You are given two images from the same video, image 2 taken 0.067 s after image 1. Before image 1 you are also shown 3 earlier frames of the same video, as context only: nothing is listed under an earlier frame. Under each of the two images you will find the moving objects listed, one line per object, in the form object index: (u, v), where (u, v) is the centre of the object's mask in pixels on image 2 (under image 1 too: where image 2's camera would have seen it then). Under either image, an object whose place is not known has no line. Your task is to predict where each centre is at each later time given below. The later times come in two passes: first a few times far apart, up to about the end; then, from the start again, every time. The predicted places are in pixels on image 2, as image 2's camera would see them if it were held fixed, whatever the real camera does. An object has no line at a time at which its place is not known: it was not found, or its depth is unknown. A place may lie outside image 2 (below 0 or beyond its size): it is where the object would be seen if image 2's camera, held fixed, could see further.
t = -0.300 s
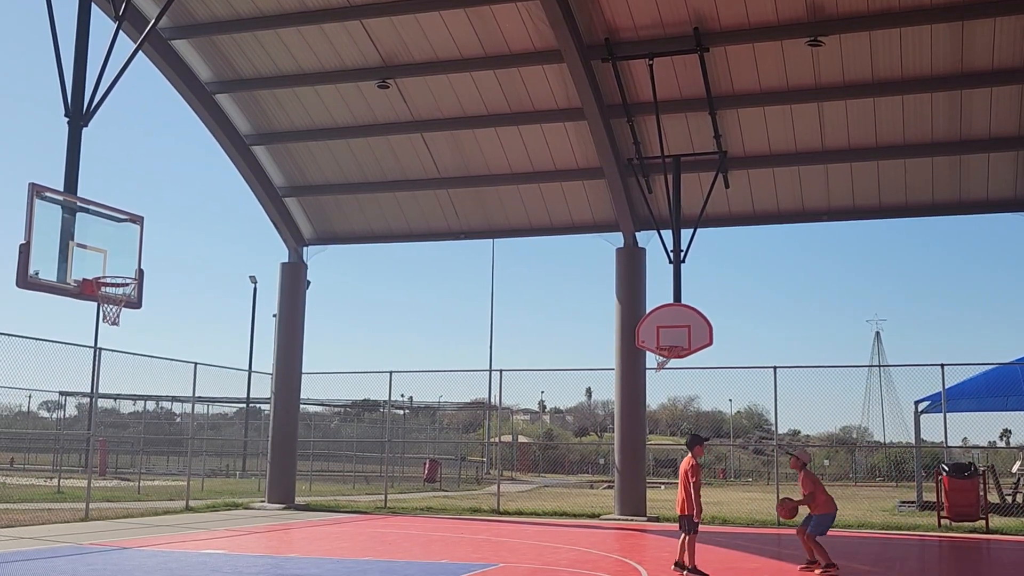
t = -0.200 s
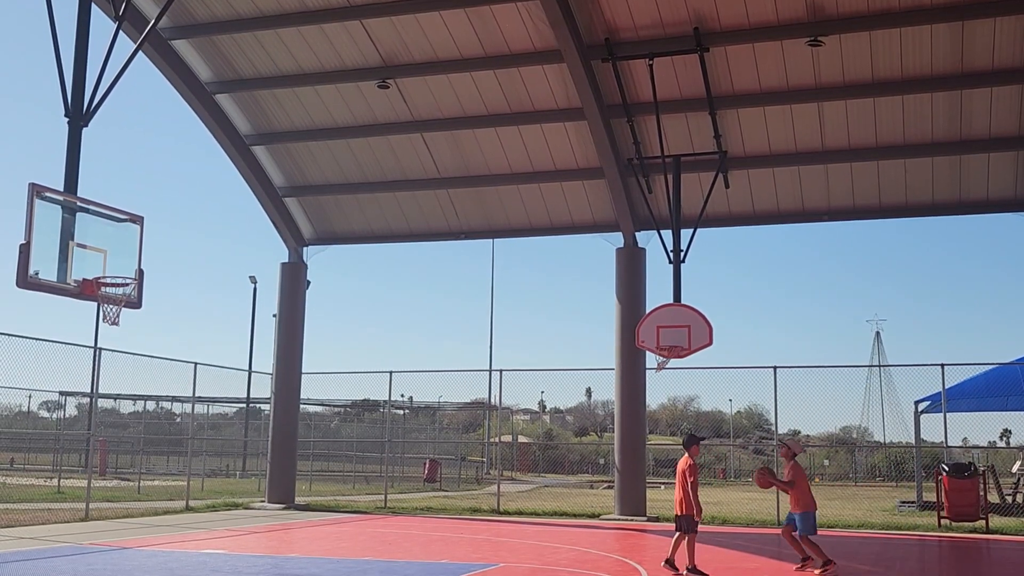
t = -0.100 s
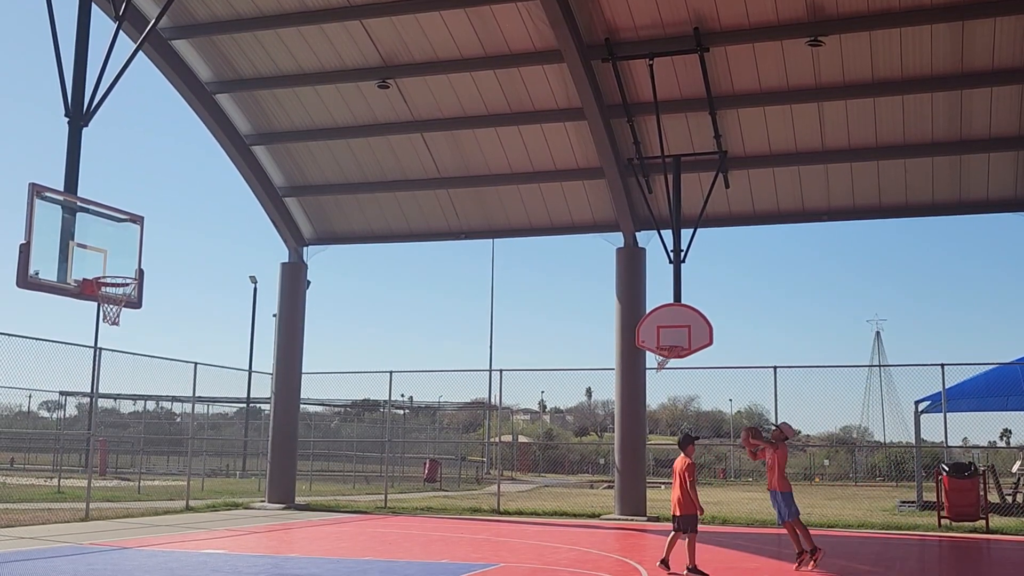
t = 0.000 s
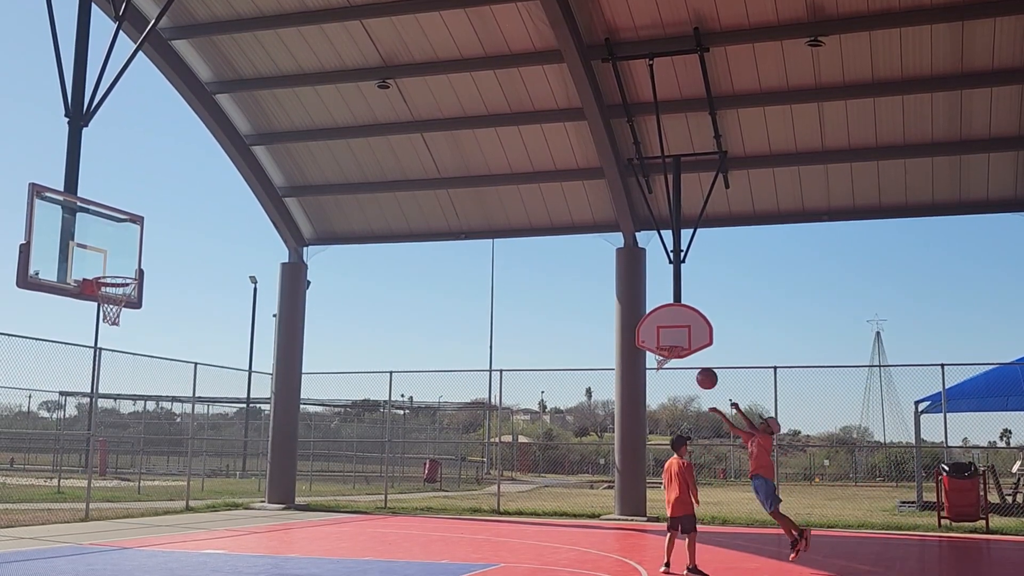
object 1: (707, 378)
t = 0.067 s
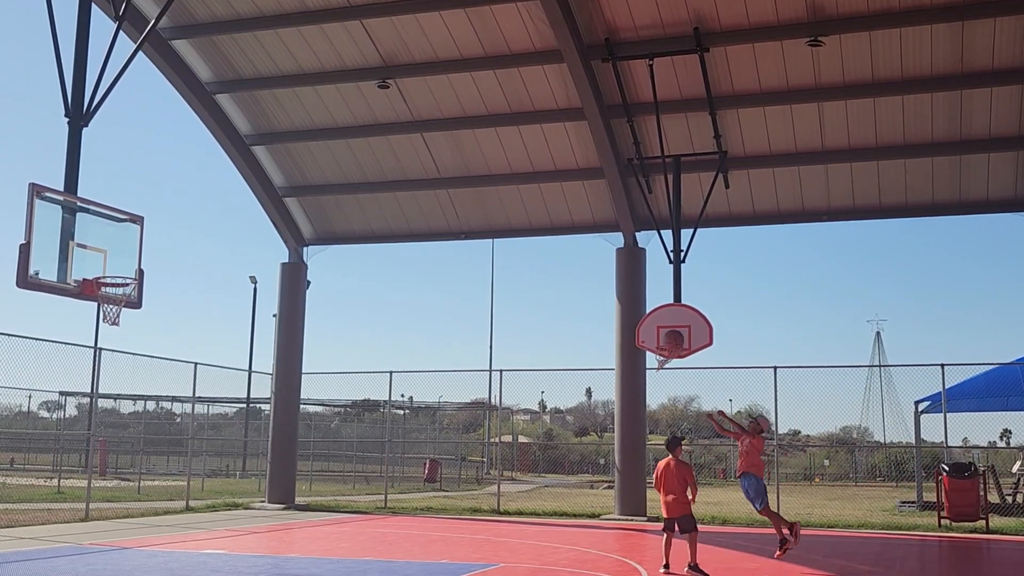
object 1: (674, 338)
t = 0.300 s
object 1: (558, 239)
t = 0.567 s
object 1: (431, 183)
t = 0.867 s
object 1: (287, 190)
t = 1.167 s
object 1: (138, 271)
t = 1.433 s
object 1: (166, 345)
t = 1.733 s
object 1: (232, 487)
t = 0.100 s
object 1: (657, 322)
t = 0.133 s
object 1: (639, 306)
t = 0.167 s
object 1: (623, 291)
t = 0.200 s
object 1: (607, 276)
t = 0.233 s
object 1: (590, 262)
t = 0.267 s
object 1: (574, 250)
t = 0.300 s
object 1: (558, 239)
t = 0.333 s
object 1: (542, 228)
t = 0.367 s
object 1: (526, 219)
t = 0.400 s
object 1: (510, 210)
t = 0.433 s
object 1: (494, 202)
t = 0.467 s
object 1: (478, 196)
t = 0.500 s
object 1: (462, 191)
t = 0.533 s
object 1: (446, 187)
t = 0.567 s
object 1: (431, 183)
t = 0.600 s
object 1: (415, 180)
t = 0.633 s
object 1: (399, 178)
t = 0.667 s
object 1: (383, 177)
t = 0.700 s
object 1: (367, 177)
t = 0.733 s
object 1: (351, 178)
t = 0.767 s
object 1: (335, 180)
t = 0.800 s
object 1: (319, 183)
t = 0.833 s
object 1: (303, 186)
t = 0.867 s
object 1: (287, 190)
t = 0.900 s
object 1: (271, 195)
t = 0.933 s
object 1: (255, 202)
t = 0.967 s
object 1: (239, 209)
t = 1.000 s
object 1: (222, 217)
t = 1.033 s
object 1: (206, 226)
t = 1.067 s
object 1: (189, 236)
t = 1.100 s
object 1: (172, 247)
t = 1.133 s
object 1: (155, 259)
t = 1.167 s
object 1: (138, 271)
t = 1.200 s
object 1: (120, 285)
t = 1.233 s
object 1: (117, 292)
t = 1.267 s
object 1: (127, 300)
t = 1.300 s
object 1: (133, 307)
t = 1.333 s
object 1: (142, 316)
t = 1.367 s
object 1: (150, 325)
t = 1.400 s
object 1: (158, 335)
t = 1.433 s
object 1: (166, 345)
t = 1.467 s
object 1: (174, 357)
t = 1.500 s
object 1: (181, 370)
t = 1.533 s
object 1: (189, 384)
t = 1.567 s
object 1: (196, 398)
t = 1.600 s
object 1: (203, 414)
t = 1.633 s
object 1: (211, 430)
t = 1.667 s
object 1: (218, 448)
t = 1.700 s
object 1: (225, 467)
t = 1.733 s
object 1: (232, 487)
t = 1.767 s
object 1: (239, 507)
